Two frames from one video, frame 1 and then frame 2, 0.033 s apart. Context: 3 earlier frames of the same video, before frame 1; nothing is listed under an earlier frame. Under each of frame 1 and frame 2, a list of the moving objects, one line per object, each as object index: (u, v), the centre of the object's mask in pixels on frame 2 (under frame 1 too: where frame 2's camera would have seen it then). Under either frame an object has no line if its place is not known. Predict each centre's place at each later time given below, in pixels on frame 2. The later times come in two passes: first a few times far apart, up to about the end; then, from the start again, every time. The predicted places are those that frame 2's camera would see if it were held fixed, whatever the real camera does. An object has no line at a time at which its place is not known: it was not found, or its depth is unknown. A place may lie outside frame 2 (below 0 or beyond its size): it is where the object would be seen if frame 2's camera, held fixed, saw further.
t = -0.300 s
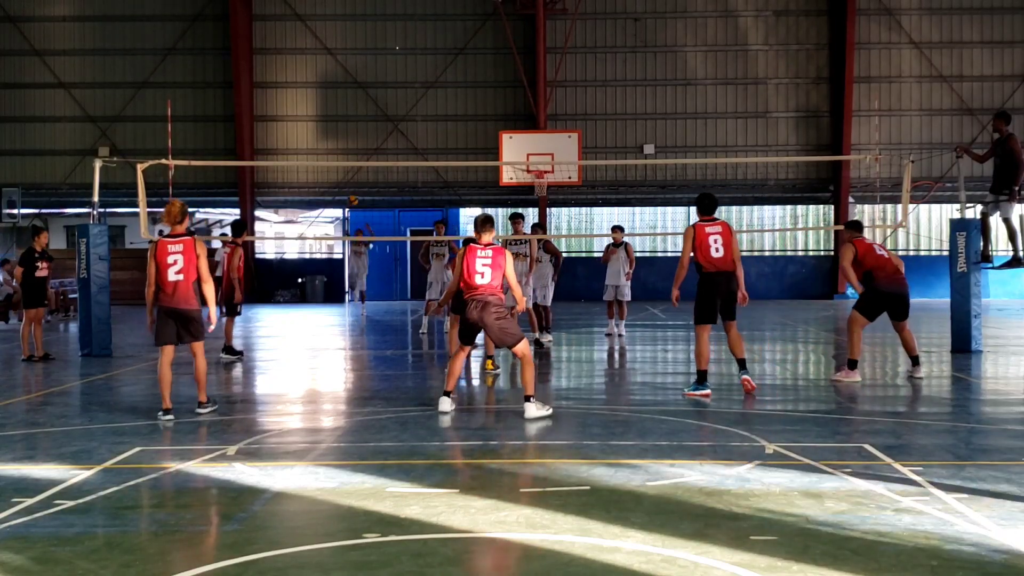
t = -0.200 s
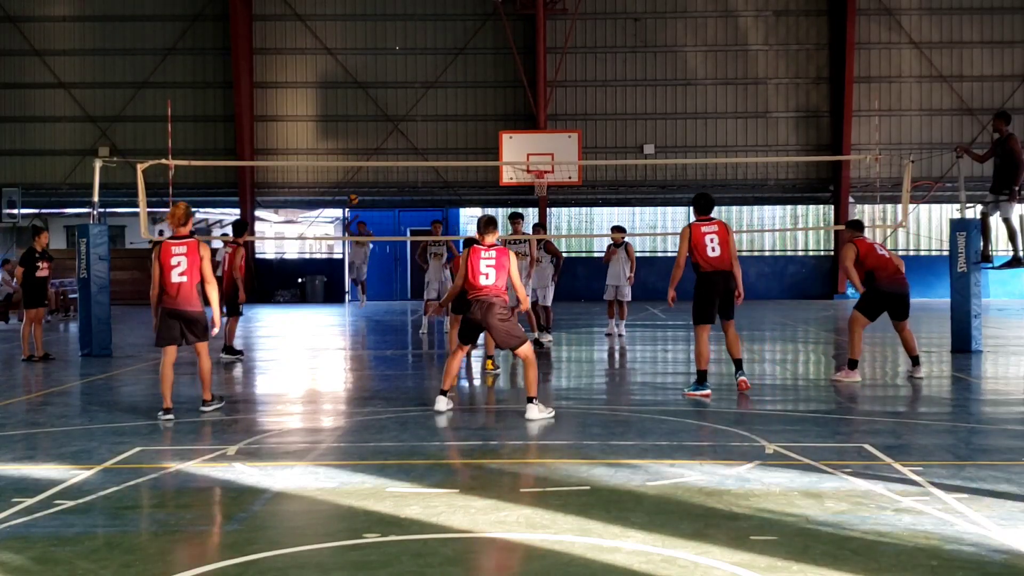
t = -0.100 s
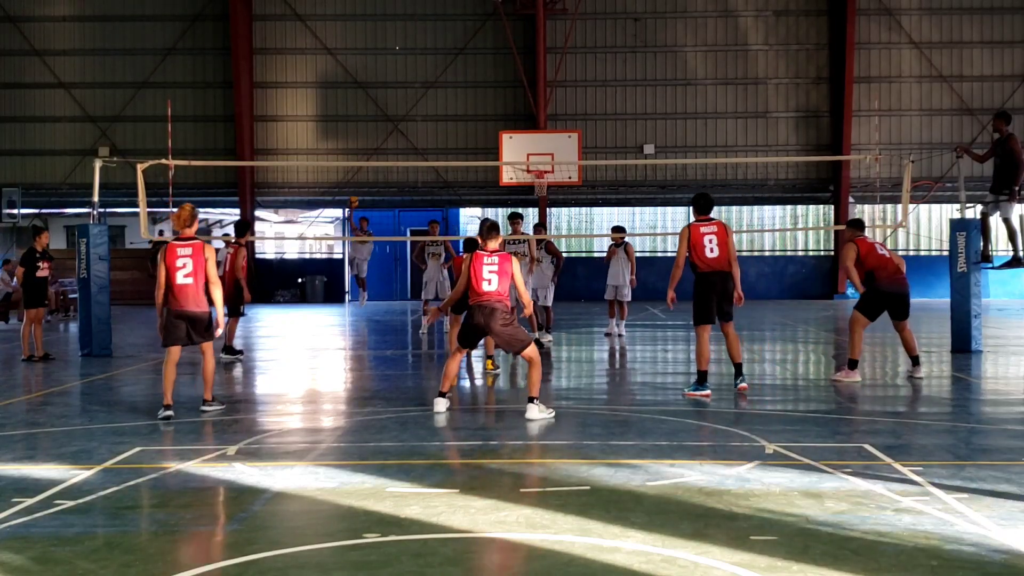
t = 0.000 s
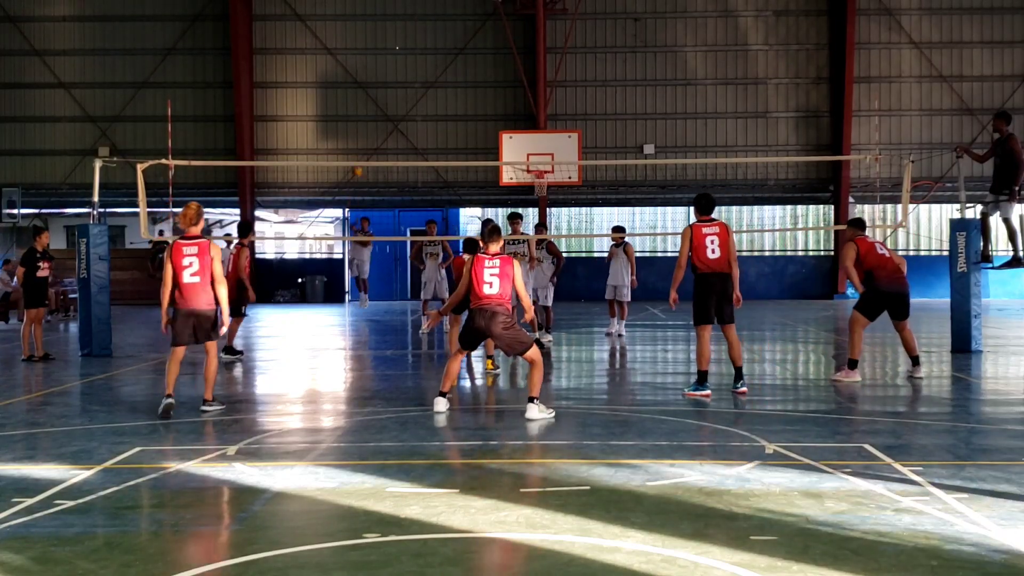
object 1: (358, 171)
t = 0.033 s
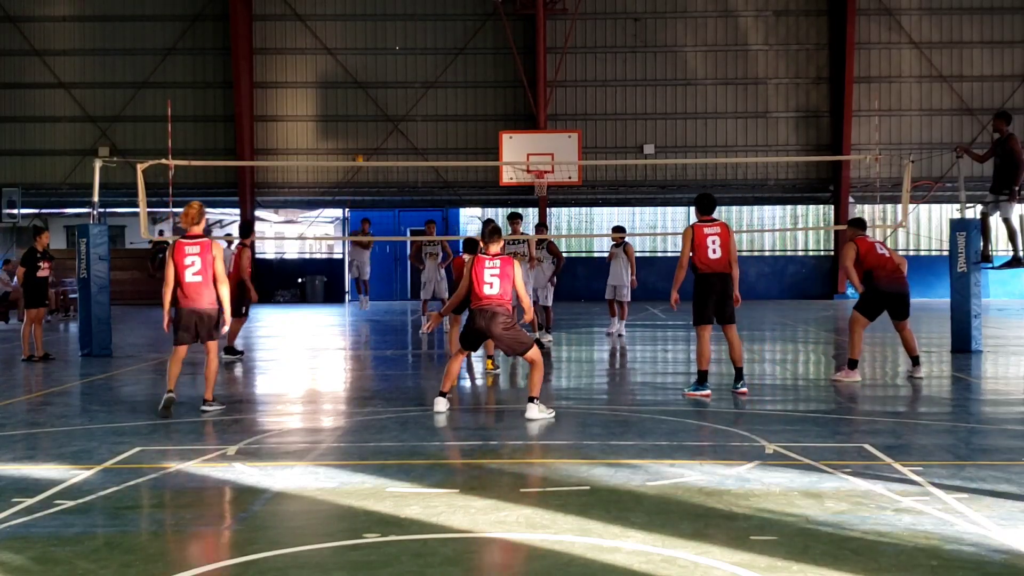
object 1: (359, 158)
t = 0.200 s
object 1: (363, 112)
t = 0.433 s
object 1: (377, 56)
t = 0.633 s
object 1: (390, 28)
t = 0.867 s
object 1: (410, 31)
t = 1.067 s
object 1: (433, 71)
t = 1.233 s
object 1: (455, 139)
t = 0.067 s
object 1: (359, 149)
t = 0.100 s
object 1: (361, 139)
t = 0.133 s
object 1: (362, 130)
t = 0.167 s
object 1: (362, 121)
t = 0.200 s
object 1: (363, 112)
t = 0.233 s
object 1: (364, 103)
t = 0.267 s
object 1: (367, 94)
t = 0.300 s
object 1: (368, 85)
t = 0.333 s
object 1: (371, 78)
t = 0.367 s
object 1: (373, 69)
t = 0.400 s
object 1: (375, 62)
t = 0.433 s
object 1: (377, 56)
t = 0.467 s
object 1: (379, 50)
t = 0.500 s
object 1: (381, 43)
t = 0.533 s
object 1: (383, 39)
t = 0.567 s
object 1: (385, 34)
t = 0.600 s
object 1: (387, 31)
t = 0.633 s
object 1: (390, 28)
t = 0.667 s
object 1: (392, 25)
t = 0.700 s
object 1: (395, 24)
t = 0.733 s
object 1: (398, 24)
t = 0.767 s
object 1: (400, 25)
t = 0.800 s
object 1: (403, 26)
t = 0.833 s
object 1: (407, 29)
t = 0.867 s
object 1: (410, 31)
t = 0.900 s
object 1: (414, 35)
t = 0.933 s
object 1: (418, 40)
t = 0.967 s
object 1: (421, 46)
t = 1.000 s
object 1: (425, 54)
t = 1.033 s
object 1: (429, 62)
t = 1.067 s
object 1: (433, 71)
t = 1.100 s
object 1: (437, 82)
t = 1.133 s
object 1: (442, 94)
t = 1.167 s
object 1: (446, 107)
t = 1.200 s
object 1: (451, 122)
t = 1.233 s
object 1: (455, 139)
